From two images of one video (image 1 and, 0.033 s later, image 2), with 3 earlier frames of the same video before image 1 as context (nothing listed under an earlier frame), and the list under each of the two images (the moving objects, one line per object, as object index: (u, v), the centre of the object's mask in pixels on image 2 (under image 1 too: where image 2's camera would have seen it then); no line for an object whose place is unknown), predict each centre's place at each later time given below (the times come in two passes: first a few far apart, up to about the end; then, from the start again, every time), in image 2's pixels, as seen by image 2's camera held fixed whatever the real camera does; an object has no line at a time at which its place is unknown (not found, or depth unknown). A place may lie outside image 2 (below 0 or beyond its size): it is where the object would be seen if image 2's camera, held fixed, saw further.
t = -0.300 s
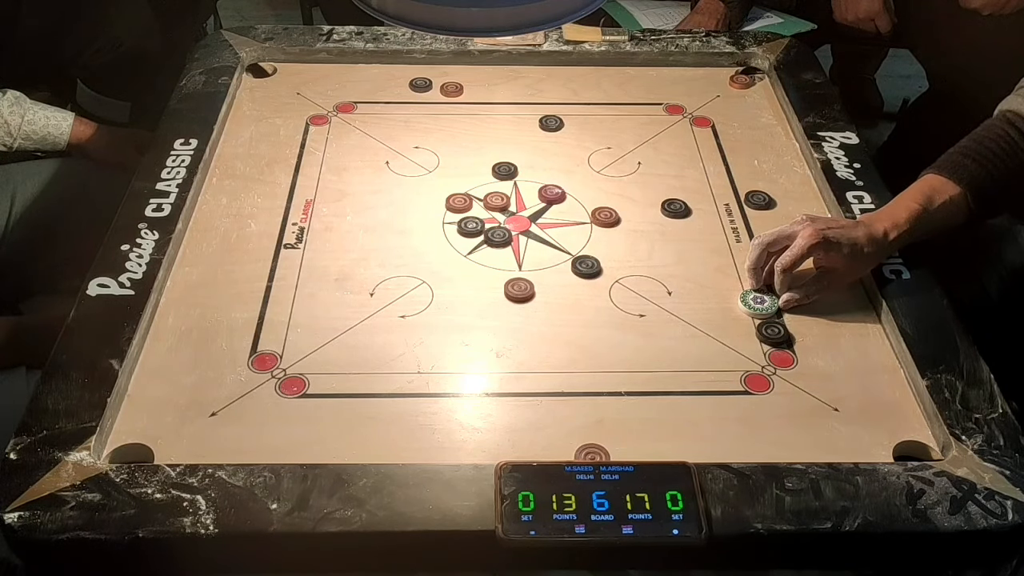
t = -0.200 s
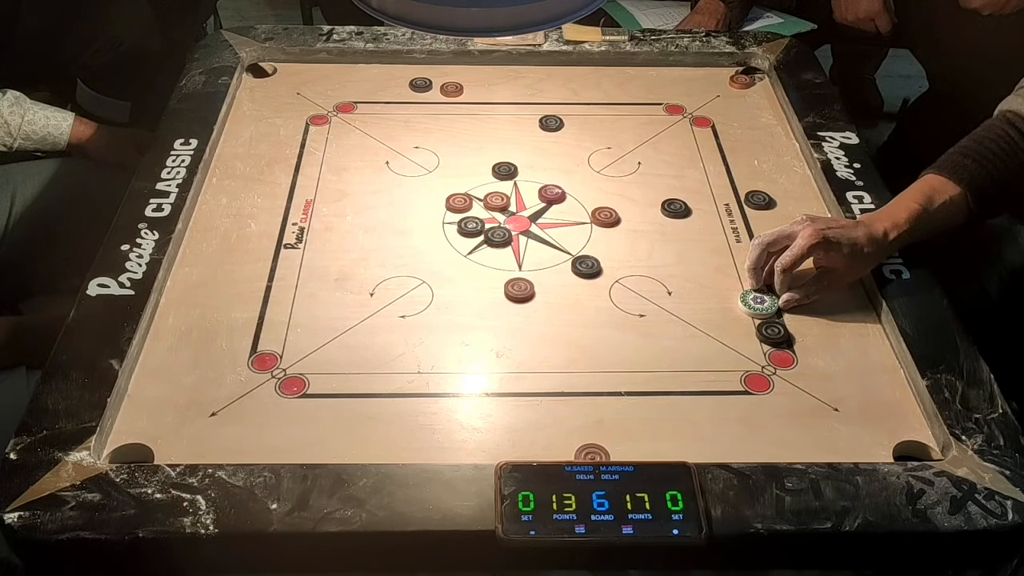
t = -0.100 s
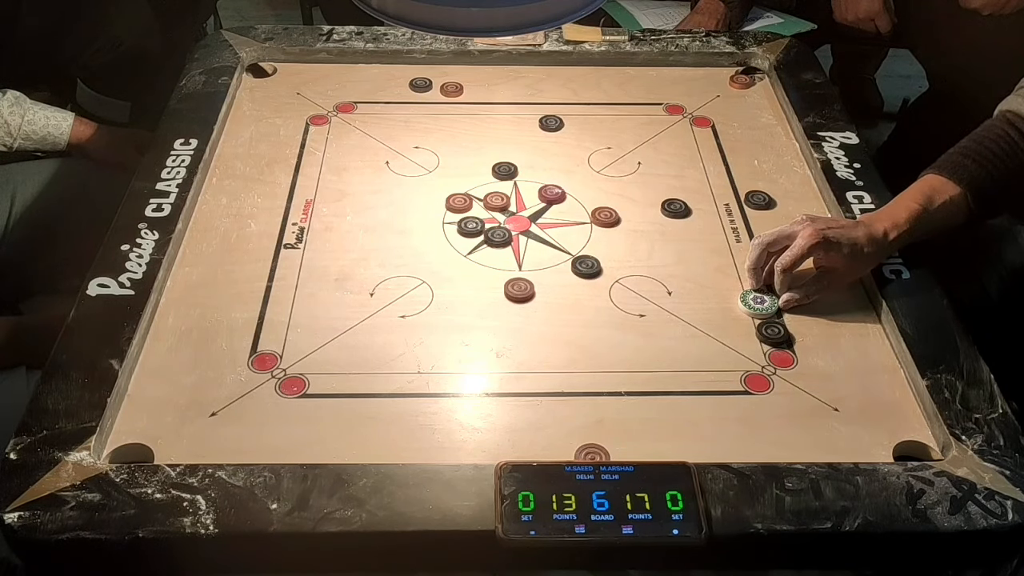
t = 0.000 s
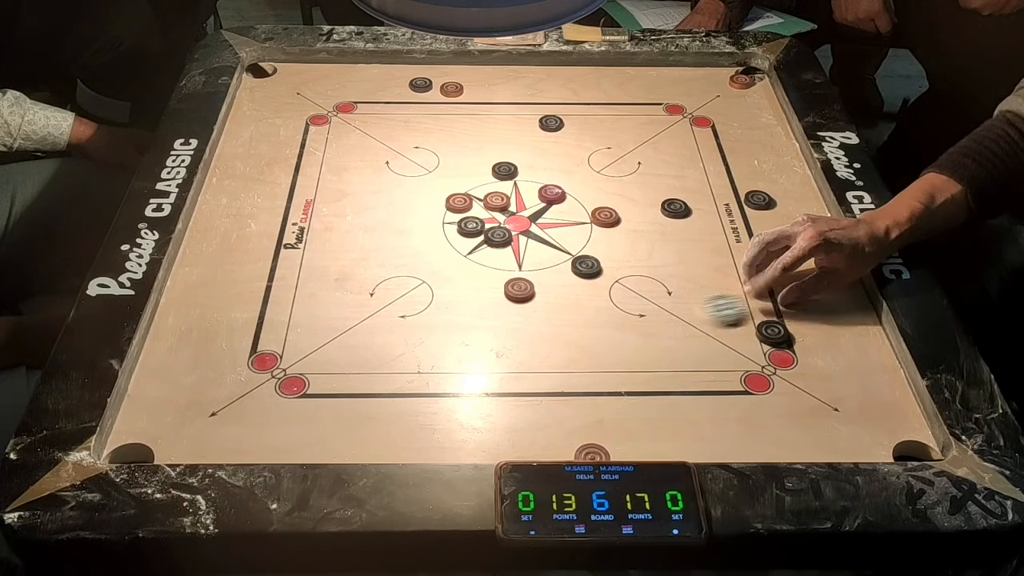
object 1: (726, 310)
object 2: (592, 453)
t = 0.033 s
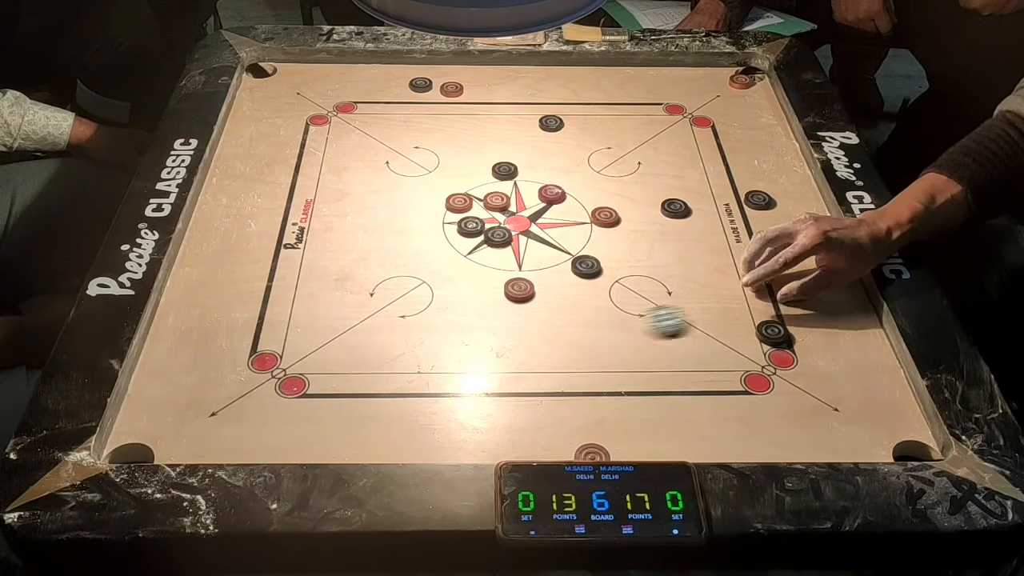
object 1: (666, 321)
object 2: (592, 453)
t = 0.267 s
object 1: (246, 394)
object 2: (592, 453)
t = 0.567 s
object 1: (426, 445)
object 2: (592, 453)
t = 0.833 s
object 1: (586, 447)
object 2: (709, 454)
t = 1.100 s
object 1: (601, 445)
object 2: (832, 453)
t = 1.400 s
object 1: (601, 445)
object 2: (840, 453)
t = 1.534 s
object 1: (600, 445)
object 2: (840, 453)
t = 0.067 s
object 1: (605, 331)
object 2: (592, 453)
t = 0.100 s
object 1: (545, 342)
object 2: (592, 453)
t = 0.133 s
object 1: (484, 352)
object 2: (592, 453)
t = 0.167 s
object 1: (425, 362)
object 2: (592, 453)
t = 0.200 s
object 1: (364, 374)
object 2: (592, 453)
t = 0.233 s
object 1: (305, 384)
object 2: (592, 453)
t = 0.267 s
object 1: (246, 394)
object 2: (592, 453)
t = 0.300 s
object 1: (187, 404)
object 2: (592, 453)
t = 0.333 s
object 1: (144, 414)
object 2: (592, 453)
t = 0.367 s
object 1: (189, 419)
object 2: (592, 453)
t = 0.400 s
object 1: (232, 425)
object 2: (592, 453)
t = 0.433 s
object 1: (274, 430)
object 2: (592, 453)
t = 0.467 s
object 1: (315, 435)
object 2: (592, 453)
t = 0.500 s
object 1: (354, 439)
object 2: (591, 453)
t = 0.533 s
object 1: (391, 443)
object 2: (592, 453)
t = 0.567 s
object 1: (426, 445)
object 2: (592, 453)
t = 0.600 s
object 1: (460, 448)
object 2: (592, 453)
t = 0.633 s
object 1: (491, 450)
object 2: (592, 453)
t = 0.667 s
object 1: (521, 450)
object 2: (592, 453)
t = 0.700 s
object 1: (550, 451)
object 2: (592, 453)
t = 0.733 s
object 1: (561, 449)
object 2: (624, 454)
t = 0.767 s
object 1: (571, 448)
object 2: (656, 454)
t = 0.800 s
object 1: (579, 448)
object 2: (684, 454)
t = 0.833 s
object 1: (586, 447)
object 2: (709, 454)
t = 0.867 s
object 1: (591, 446)
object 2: (733, 453)
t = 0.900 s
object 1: (595, 445)
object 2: (754, 453)
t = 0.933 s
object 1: (598, 445)
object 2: (773, 453)
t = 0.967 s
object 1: (599, 445)
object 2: (790, 453)
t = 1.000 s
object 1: (600, 445)
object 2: (804, 453)
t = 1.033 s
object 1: (601, 445)
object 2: (815, 453)
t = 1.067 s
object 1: (601, 445)
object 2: (825, 453)
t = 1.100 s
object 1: (601, 445)
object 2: (832, 453)
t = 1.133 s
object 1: (601, 445)
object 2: (837, 453)
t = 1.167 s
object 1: (601, 445)
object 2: (840, 453)
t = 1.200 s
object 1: (601, 445)
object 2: (840, 453)
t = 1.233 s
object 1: (601, 445)
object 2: (840, 453)
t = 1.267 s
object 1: (601, 445)
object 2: (840, 453)
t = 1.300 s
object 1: (600, 445)
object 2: (840, 453)
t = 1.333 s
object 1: (601, 445)
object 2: (840, 453)
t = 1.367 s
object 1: (601, 445)
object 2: (840, 453)
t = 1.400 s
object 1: (601, 445)
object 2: (840, 453)
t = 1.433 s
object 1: (601, 445)
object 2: (840, 453)
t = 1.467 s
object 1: (600, 445)
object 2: (840, 453)
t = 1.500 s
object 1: (600, 445)
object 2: (840, 453)
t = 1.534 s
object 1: (600, 445)
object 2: (840, 453)
